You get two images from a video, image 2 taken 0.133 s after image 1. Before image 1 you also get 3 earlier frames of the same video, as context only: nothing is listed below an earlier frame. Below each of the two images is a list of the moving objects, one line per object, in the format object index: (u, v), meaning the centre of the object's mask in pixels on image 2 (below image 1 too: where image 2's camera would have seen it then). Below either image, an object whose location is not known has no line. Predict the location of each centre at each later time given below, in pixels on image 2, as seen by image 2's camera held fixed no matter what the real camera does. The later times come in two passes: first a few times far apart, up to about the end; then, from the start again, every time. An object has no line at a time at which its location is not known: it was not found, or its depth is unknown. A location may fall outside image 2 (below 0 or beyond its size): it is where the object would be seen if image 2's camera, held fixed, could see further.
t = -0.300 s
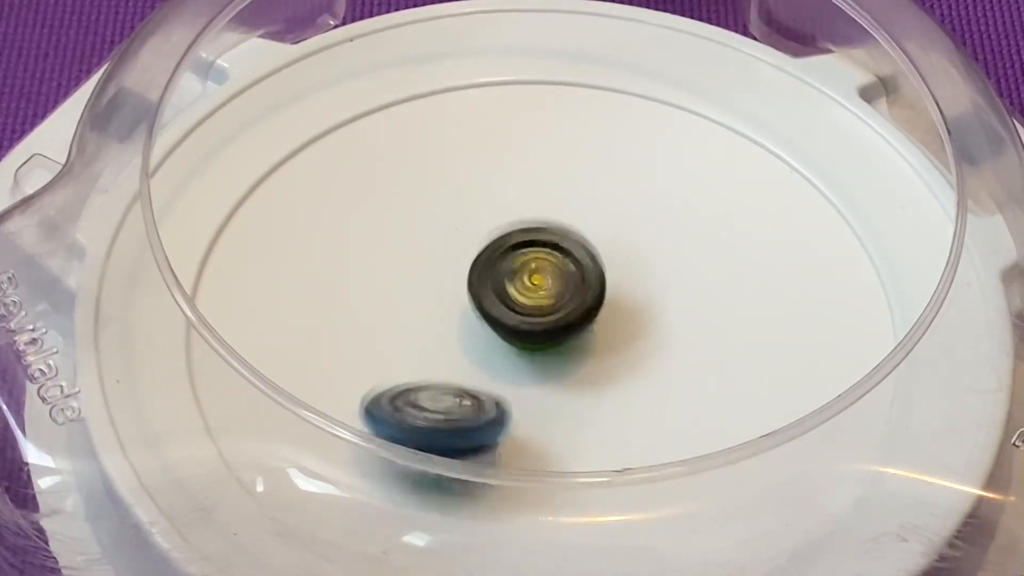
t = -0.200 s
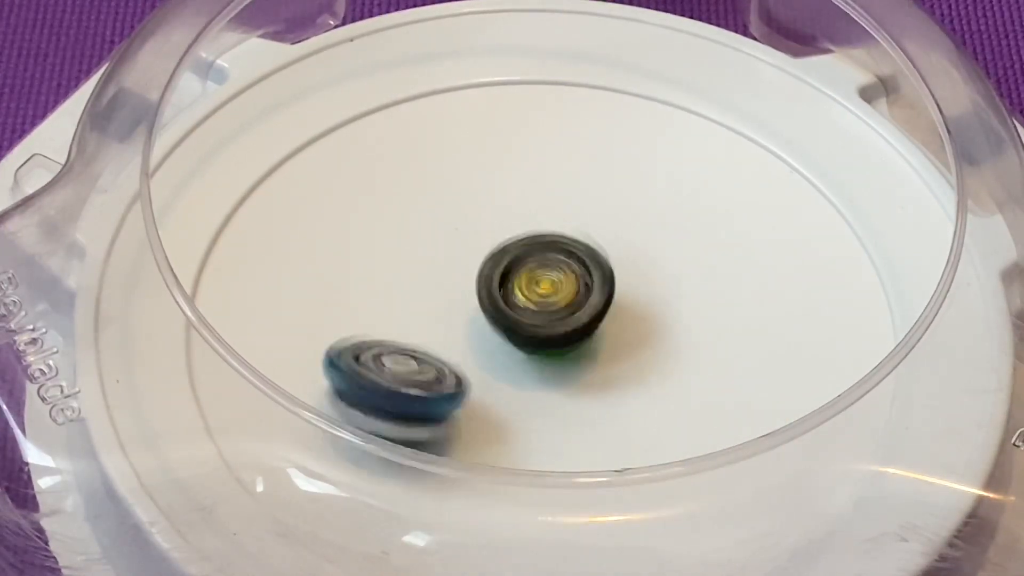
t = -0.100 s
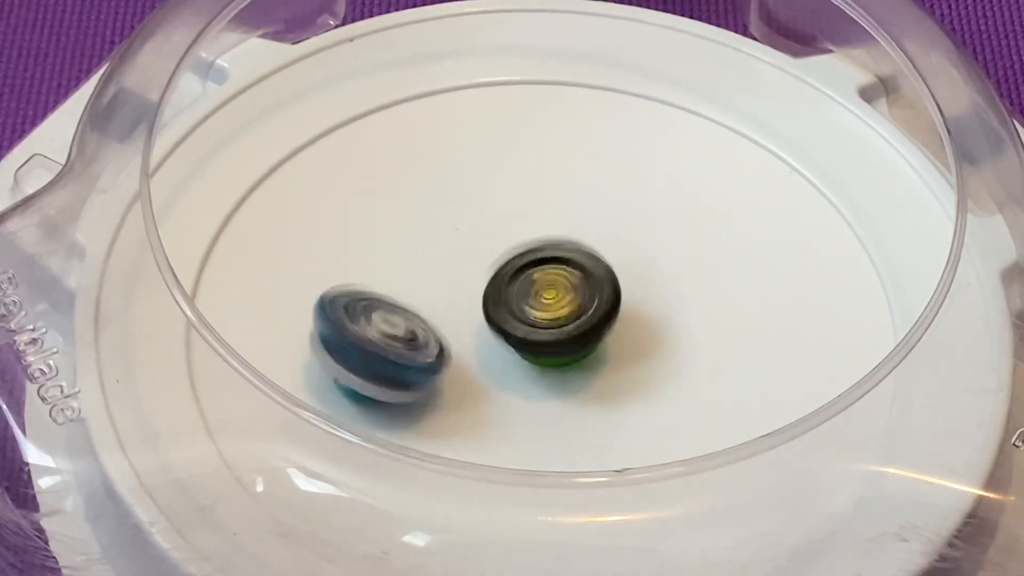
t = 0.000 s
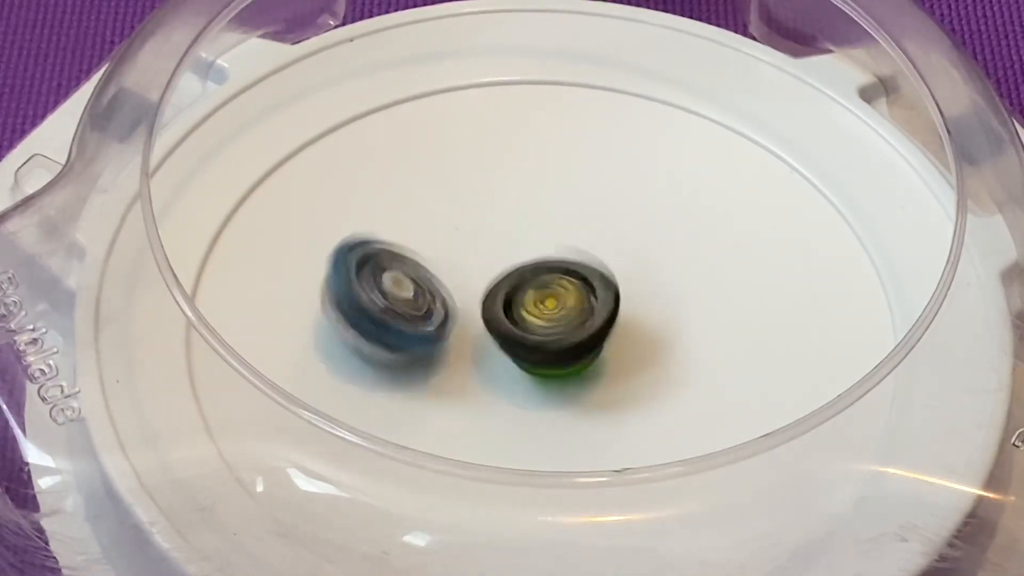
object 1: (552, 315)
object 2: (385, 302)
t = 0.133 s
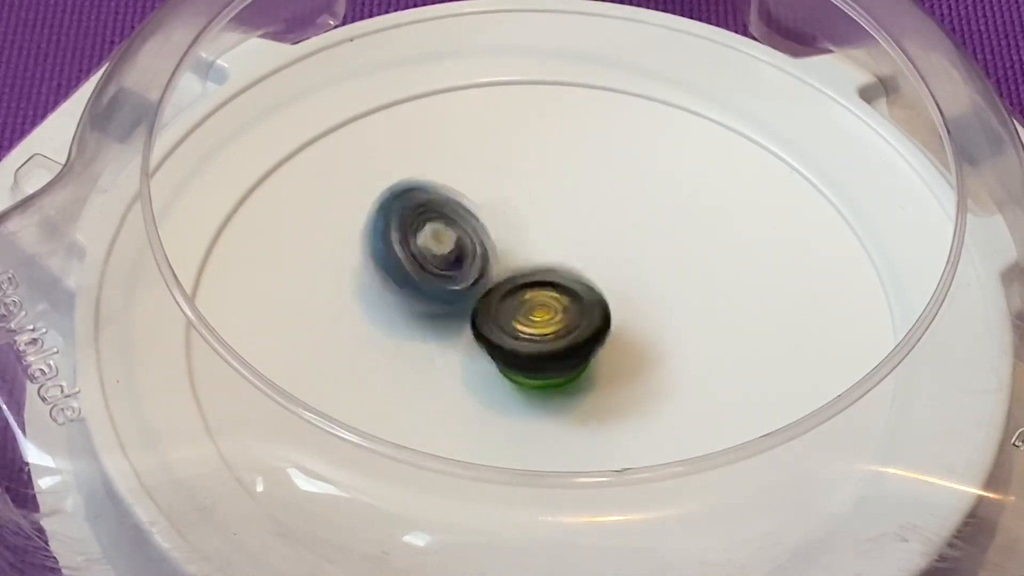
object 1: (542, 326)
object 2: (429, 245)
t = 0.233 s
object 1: (530, 330)
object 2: (476, 219)
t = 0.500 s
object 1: (512, 317)
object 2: (628, 232)
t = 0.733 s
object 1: (528, 307)
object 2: (693, 331)
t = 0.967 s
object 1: (547, 318)
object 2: (612, 421)
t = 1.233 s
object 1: (541, 334)
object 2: (417, 395)
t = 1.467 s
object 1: (527, 329)
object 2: (405, 268)
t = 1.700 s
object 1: (535, 317)
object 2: (539, 203)
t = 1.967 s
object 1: (553, 322)
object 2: (685, 269)
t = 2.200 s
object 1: (552, 330)
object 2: (677, 380)
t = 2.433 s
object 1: (538, 328)
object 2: (543, 431)
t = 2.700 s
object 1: (549, 314)
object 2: (420, 347)
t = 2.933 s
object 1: (561, 317)
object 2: (392, 262)
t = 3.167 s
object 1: (558, 327)
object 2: (409, 259)
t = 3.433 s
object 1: (542, 319)
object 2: (410, 270)
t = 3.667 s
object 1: (547, 308)
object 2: (412, 269)
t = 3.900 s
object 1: (557, 312)
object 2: (414, 267)
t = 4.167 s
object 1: (548, 322)
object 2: (417, 263)
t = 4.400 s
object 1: (538, 316)
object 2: (414, 265)
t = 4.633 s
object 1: (541, 307)
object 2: (415, 265)
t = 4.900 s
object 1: (549, 311)
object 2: (417, 264)
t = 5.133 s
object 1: (542, 321)
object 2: (414, 267)
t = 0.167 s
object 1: (539, 328)
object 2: (443, 236)
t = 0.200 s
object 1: (534, 330)
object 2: (458, 226)
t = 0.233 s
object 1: (530, 330)
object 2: (476, 219)
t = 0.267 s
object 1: (525, 330)
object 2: (495, 213)
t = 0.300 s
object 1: (521, 329)
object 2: (513, 209)
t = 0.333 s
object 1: (518, 327)
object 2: (533, 209)
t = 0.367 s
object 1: (516, 326)
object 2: (551, 208)
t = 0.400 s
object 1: (515, 325)
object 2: (571, 209)
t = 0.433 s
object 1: (514, 323)
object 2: (592, 220)
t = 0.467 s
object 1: (513, 321)
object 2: (609, 224)
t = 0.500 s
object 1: (512, 317)
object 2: (628, 232)
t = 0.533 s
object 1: (512, 315)
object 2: (644, 242)
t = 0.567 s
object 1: (513, 311)
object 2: (658, 253)
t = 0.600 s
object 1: (515, 310)
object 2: (671, 265)
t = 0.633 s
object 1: (519, 308)
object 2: (680, 281)
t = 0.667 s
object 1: (522, 307)
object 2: (689, 295)
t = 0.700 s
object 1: (526, 306)
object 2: (693, 312)
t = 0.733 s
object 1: (528, 307)
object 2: (693, 331)
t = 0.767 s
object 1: (531, 307)
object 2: (692, 344)
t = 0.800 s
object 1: (533, 307)
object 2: (687, 362)
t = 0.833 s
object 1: (536, 309)
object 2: (677, 376)
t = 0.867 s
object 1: (540, 310)
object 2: (667, 391)
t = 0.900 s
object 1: (543, 312)
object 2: (652, 407)
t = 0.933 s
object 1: (546, 314)
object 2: (633, 416)
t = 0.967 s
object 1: (547, 318)
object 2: (612, 421)
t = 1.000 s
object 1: (548, 322)
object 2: (584, 424)
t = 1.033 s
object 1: (547, 324)
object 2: (559, 427)
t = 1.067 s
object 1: (546, 326)
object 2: (533, 426)
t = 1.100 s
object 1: (546, 329)
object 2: (505, 424)
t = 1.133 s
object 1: (544, 331)
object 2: (481, 421)
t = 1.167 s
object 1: (544, 332)
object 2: (456, 415)
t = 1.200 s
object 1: (543, 334)
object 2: (434, 405)
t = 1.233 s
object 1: (541, 334)
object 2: (417, 395)
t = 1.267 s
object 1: (538, 335)
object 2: (401, 377)
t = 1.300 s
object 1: (536, 336)
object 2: (392, 361)
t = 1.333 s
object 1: (533, 335)
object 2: (385, 341)
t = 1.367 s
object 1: (530, 335)
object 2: (386, 325)
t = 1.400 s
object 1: (528, 332)
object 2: (388, 303)
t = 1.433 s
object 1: (527, 331)
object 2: (396, 284)
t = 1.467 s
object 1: (527, 329)
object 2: (405, 268)
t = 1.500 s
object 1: (527, 327)
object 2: (418, 248)
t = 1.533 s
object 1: (529, 326)
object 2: (433, 237)
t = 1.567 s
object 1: (530, 323)
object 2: (450, 224)
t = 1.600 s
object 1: (531, 322)
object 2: (469, 216)
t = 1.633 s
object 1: (532, 320)
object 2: (492, 208)
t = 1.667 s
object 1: (534, 319)
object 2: (514, 204)
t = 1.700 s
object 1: (535, 317)
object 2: (539, 203)
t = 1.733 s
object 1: (537, 316)
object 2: (563, 205)
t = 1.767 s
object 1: (540, 315)
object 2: (584, 207)
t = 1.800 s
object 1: (543, 316)
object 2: (607, 213)
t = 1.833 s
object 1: (546, 317)
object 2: (628, 223)
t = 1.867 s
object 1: (549, 317)
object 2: (646, 233)
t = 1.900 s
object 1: (551, 318)
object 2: (661, 243)
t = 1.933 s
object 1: (552, 320)
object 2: (675, 254)
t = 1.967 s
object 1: (553, 322)
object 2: (685, 269)
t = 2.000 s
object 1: (553, 323)
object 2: (694, 285)
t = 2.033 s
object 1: (553, 325)
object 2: (697, 302)
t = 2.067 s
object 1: (553, 326)
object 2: (698, 319)
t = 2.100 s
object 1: (553, 327)
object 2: (696, 336)
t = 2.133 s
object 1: (553, 328)
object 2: (693, 350)
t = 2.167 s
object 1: (552, 329)
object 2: (688, 364)
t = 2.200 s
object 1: (552, 330)
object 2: (677, 380)
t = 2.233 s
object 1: (550, 331)
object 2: (665, 399)
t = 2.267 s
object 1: (549, 331)
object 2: (649, 409)
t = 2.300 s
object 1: (546, 332)
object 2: (631, 417)
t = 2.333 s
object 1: (545, 332)
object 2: (612, 424)
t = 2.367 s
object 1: (542, 330)
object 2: (590, 425)
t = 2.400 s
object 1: (540, 330)
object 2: (565, 431)
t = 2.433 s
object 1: (538, 328)
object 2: (543, 431)
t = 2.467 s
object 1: (537, 327)
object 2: (524, 429)
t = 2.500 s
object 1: (537, 325)
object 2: (506, 424)
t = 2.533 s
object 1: (537, 323)
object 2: (487, 417)
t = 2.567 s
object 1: (539, 320)
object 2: (472, 408)
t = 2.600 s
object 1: (542, 319)
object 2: (457, 397)
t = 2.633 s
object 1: (545, 317)
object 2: (444, 382)
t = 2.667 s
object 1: (547, 316)
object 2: (431, 363)
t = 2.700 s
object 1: (549, 314)
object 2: (420, 347)
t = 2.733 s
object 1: (551, 313)
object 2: (414, 328)
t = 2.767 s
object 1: (553, 314)
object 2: (406, 314)
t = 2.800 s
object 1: (555, 313)
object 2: (400, 301)
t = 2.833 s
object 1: (557, 314)
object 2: (395, 289)
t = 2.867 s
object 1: (558, 314)
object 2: (393, 280)
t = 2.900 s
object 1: (560, 315)
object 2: (392, 268)
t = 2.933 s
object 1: (561, 317)
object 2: (392, 262)
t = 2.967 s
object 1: (562, 318)
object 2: (391, 256)
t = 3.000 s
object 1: (563, 319)
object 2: (392, 253)
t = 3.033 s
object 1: (562, 321)
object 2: (396, 251)
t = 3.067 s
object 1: (562, 322)
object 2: (399, 252)
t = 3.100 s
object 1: (561, 324)
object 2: (403, 254)
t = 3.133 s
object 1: (561, 325)
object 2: (405, 256)
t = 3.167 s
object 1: (558, 327)
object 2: (409, 259)
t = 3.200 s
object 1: (557, 327)
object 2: (410, 263)
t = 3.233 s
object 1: (554, 327)
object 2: (411, 265)
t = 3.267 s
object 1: (552, 327)
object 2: (412, 267)
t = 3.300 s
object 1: (549, 326)
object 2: (412, 268)
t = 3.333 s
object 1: (547, 326)
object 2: (412, 269)
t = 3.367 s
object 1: (545, 324)
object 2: (412, 269)
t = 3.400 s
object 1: (543, 322)
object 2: (411, 270)
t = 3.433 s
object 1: (542, 319)
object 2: (410, 270)
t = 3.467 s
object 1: (542, 318)
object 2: (409, 271)
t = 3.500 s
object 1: (542, 316)
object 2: (409, 271)
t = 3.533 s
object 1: (542, 314)
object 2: (410, 270)
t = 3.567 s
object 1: (543, 312)
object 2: (411, 270)
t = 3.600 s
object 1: (544, 310)
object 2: (412, 269)
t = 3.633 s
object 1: (547, 309)
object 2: (413, 268)
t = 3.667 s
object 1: (547, 308)
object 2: (412, 269)
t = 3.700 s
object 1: (550, 307)
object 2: (413, 269)
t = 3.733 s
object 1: (551, 307)
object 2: (413, 268)
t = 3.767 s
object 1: (554, 307)
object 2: (413, 268)
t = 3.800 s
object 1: (554, 308)
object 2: (413, 268)
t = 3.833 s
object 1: (556, 309)
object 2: (413, 268)
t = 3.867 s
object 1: (556, 310)
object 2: (414, 267)
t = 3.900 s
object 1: (557, 312)
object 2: (414, 267)
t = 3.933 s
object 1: (557, 313)
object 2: (416, 266)
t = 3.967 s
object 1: (557, 315)
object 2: (415, 266)
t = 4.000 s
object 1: (556, 317)
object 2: (416, 265)
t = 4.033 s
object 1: (556, 318)
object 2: (417, 264)
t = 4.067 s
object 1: (554, 319)
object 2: (417, 264)
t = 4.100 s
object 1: (552, 320)
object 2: (417, 263)
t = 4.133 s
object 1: (550, 321)
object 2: (417, 263)
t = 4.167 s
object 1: (548, 322)
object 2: (417, 263)
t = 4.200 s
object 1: (546, 321)
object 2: (417, 263)
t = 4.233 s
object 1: (544, 322)
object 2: (417, 263)
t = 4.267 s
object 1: (543, 321)
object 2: (417, 263)
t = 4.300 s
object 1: (541, 320)
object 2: (416, 264)
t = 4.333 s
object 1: (540, 319)
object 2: (416, 264)
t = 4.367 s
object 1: (539, 318)
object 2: (415, 265)
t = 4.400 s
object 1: (538, 316)
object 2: (414, 265)
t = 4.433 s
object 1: (537, 315)
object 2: (413, 266)
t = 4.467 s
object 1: (538, 313)
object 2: (413, 267)
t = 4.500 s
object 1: (538, 311)
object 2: (413, 267)
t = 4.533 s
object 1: (539, 310)
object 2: (413, 267)
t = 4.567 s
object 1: (539, 309)
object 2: (413, 266)
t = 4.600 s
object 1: (540, 308)
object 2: (414, 266)
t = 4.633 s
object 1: (541, 307)
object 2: (415, 265)
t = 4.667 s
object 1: (543, 306)
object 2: (416, 264)
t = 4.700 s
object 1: (543, 306)
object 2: (416, 264)
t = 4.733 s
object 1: (545, 307)
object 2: (417, 264)
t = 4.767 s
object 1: (546, 307)
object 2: (417, 264)
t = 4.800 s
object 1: (547, 308)
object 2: (417, 263)
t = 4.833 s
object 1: (548, 309)
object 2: (417, 264)
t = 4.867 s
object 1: (549, 310)
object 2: (417, 264)
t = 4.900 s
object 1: (549, 311)
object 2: (417, 264)
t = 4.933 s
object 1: (549, 313)
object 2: (416, 264)
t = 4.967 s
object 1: (548, 314)
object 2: (416, 265)
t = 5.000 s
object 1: (548, 315)
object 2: (416, 266)
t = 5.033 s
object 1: (547, 318)
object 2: (415, 266)
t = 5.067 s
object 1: (546, 319)
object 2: (414, 267)
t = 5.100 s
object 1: (544, 320)
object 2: (414, 267)
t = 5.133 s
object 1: (542, 321)
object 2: (414, 267)
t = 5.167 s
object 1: (541, 321)
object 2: (414, 266)
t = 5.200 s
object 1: (539, 321)
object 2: (415, 266)
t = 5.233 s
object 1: (538, 320)
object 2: (415, 265)
